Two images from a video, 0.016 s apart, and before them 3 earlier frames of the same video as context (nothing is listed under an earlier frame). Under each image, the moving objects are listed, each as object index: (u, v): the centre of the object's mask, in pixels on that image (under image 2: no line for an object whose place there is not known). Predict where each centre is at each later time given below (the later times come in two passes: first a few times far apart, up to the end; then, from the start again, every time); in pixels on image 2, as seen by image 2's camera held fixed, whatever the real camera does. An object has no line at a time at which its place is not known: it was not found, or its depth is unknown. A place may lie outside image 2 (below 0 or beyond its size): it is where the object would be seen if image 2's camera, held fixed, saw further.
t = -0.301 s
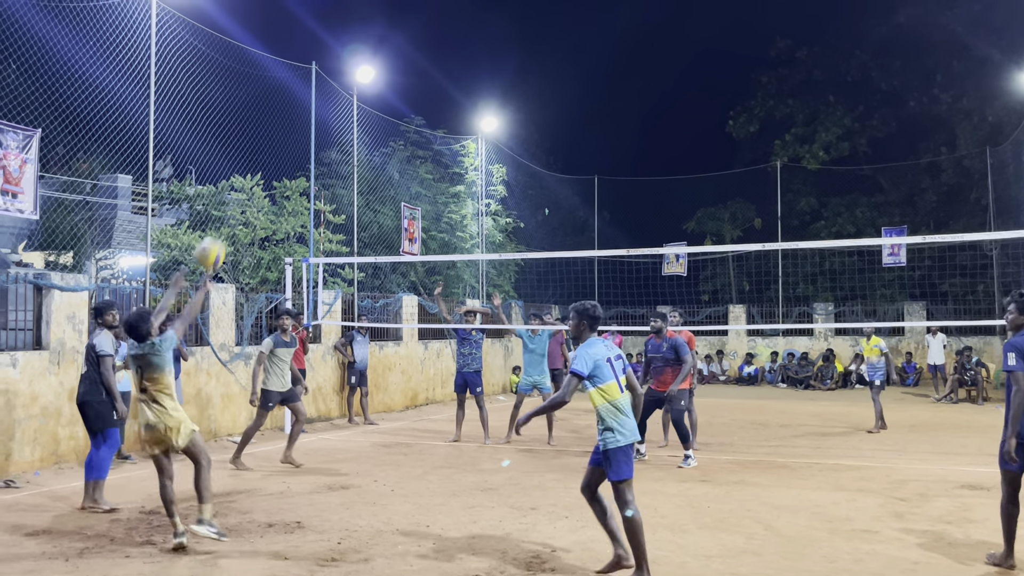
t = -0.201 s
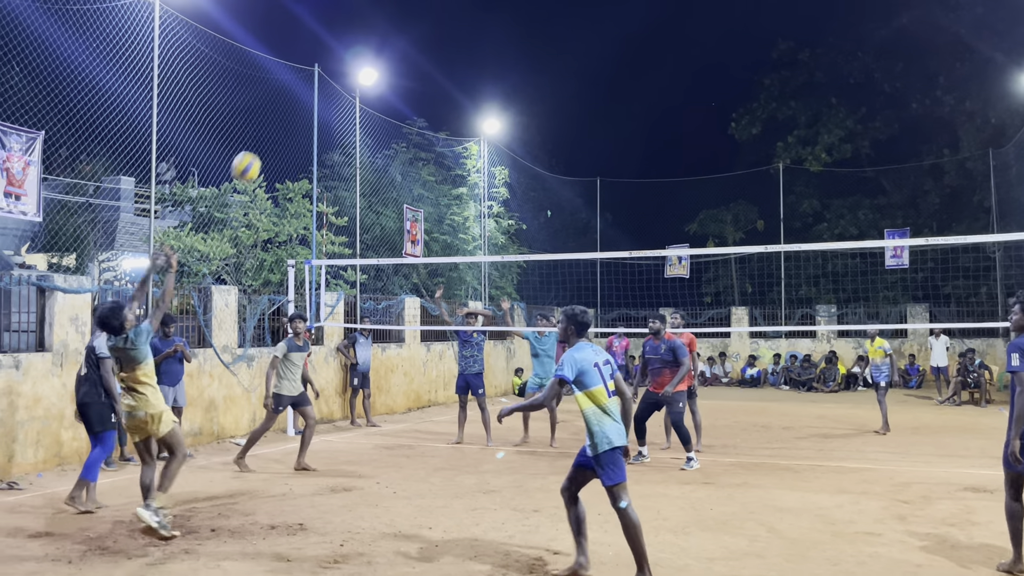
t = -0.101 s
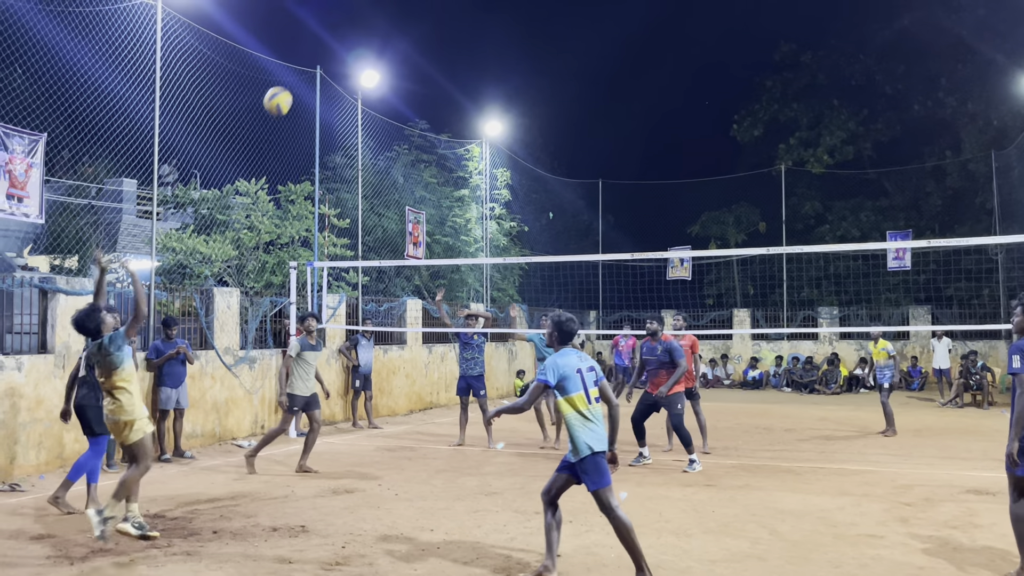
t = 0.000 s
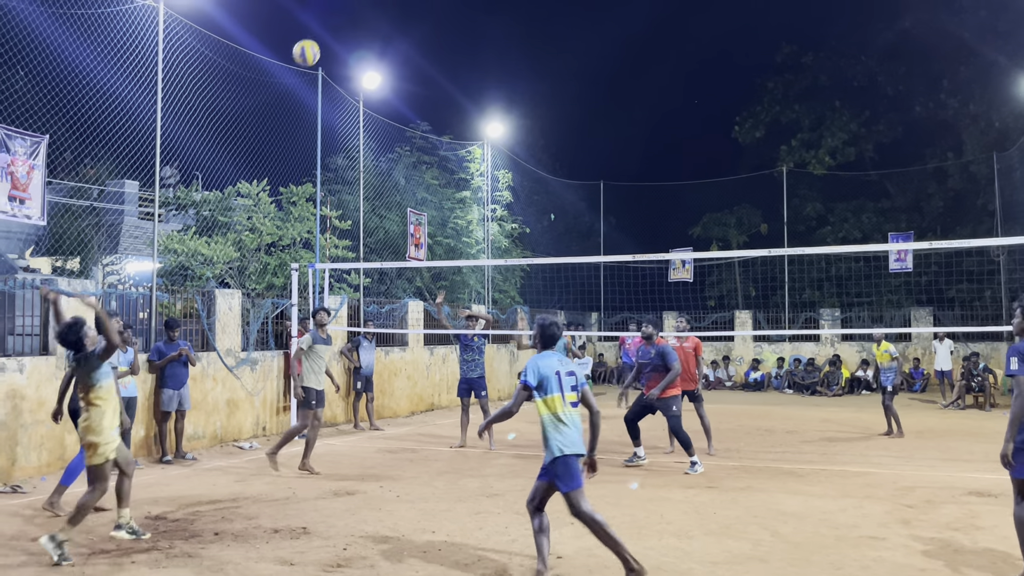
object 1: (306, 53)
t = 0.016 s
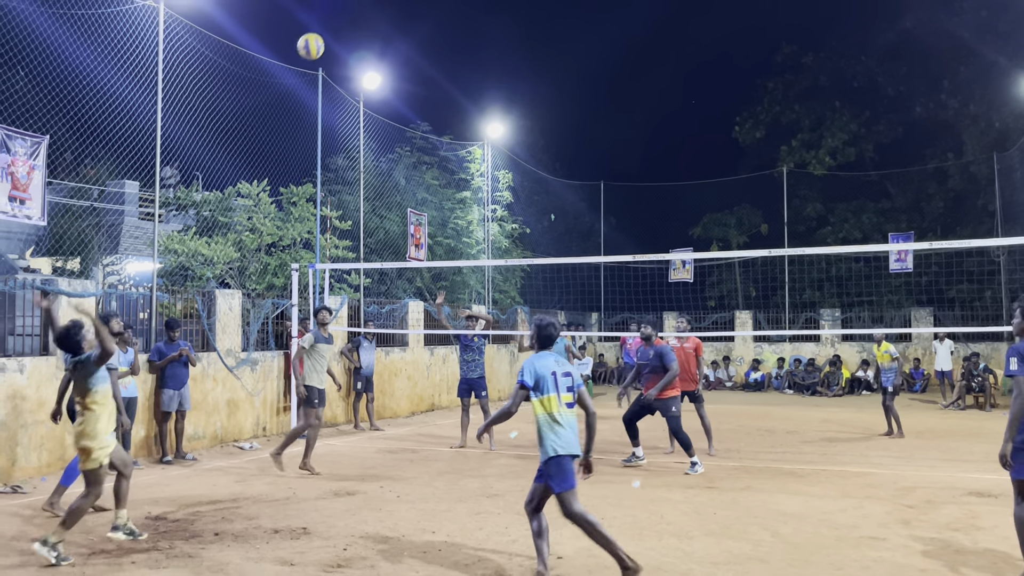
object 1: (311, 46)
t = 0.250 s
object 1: (362, -1)
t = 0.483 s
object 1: (403, 0)
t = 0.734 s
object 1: (439, 59)
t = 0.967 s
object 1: (467, 153)
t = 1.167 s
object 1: (489, 257)
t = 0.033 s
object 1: (315, 40)
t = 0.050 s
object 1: (319, 34)
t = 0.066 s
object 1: (323, 28)
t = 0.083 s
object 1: (326, 23)
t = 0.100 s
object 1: (330, 19)
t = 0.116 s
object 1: (334, 14)
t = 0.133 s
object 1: (338, 10)
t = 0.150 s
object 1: (341, 8)
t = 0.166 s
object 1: (345, 6)
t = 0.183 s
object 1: (348, 4)
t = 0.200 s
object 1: (352, 2)
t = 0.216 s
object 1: (355, 1)
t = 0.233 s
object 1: (359, 0)
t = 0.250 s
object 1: (362, -1)
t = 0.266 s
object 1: (365, -2)
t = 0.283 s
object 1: (368, -2)
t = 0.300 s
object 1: (372, -3)
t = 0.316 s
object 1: (375, -3)
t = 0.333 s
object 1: (378, -3)
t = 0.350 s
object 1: (381, -4)
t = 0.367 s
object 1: (384, -4)
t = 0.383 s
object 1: (387, -4)
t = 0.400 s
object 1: (390, -3)
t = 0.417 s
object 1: (392, -3)
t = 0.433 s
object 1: (395, -2)
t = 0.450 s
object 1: (398, -2)
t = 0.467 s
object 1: (400, -1)
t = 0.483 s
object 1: (403, 0)
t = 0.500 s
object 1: (406, 2)
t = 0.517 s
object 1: (408, 5)
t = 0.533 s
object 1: (411, 7)
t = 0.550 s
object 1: (414, 11)
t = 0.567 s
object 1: (416, 14)
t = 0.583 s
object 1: (418, 17)
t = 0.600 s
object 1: (421, 21)
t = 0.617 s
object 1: (423, 25)
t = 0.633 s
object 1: (426, 29)
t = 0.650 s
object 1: (428, 34)
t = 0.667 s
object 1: (430, 38)
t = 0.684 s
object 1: (433, 43)
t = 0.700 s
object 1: (435, 49)
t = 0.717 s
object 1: (437, 54)
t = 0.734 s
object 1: (439, 59)
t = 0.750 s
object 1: (441, 65)
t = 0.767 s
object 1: (444, 71)
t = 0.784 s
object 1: (446, 77)
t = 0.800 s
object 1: (448, 83)
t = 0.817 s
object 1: (450, 89)
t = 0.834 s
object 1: (452, 96)
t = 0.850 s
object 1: (454, 103)
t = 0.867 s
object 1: (456, 109)
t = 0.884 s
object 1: (458, 116)
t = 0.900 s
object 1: (460, 123)
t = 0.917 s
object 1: (462, 130)
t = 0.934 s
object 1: (464, 138)
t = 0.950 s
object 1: (466, 145)
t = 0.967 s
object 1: (467, 153)
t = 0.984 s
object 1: (469, 161)
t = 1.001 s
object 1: (471, 169)
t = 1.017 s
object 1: (473, 177)
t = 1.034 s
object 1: (475, 185)
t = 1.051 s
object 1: (478, 194)
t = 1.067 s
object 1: (479, 203)
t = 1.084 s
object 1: (481, 212)
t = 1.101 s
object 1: (482, 220)
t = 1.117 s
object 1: (484, 231)
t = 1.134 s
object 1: (486, 240)
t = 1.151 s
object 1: (488, 249)
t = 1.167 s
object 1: (489, 257)
